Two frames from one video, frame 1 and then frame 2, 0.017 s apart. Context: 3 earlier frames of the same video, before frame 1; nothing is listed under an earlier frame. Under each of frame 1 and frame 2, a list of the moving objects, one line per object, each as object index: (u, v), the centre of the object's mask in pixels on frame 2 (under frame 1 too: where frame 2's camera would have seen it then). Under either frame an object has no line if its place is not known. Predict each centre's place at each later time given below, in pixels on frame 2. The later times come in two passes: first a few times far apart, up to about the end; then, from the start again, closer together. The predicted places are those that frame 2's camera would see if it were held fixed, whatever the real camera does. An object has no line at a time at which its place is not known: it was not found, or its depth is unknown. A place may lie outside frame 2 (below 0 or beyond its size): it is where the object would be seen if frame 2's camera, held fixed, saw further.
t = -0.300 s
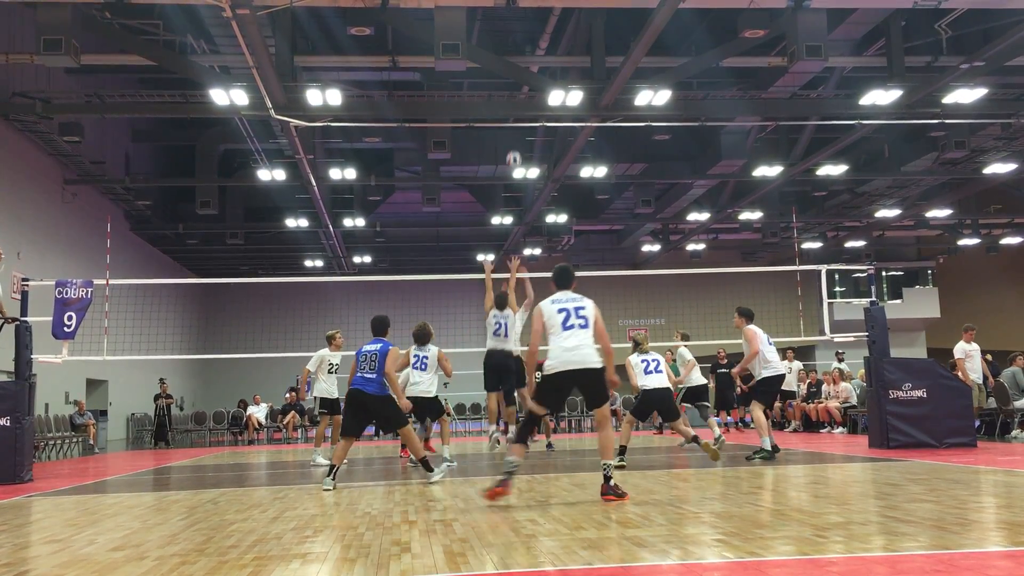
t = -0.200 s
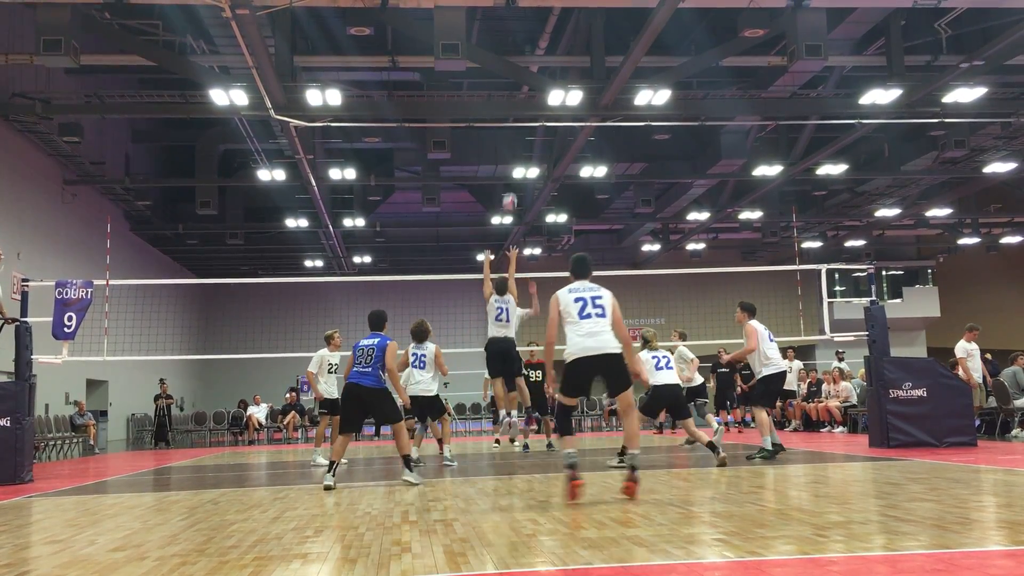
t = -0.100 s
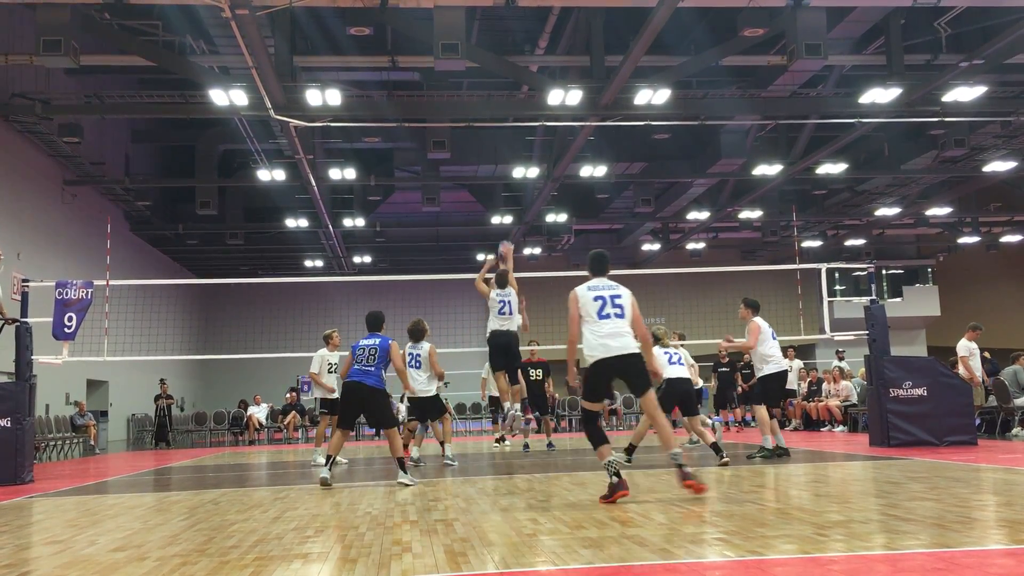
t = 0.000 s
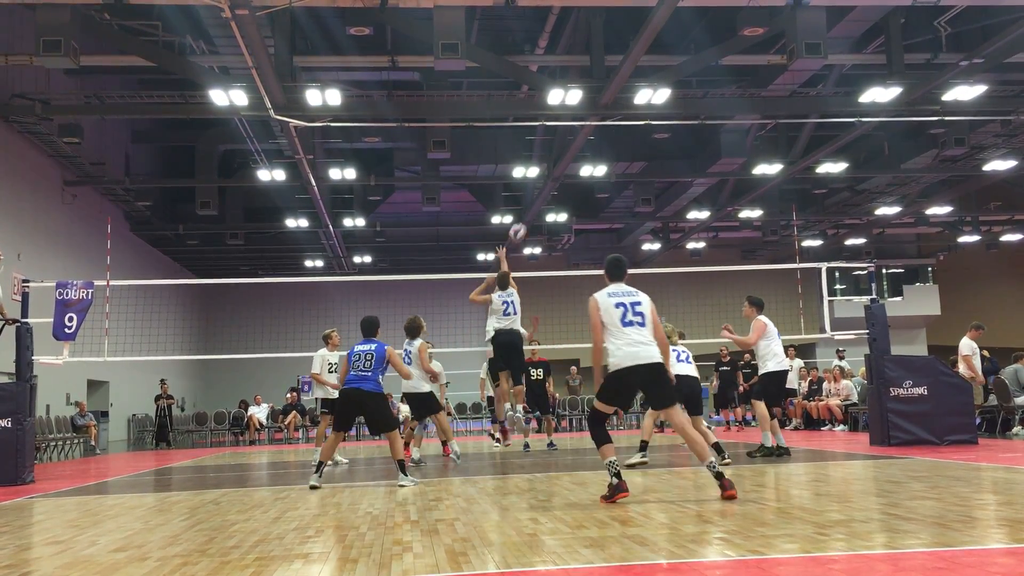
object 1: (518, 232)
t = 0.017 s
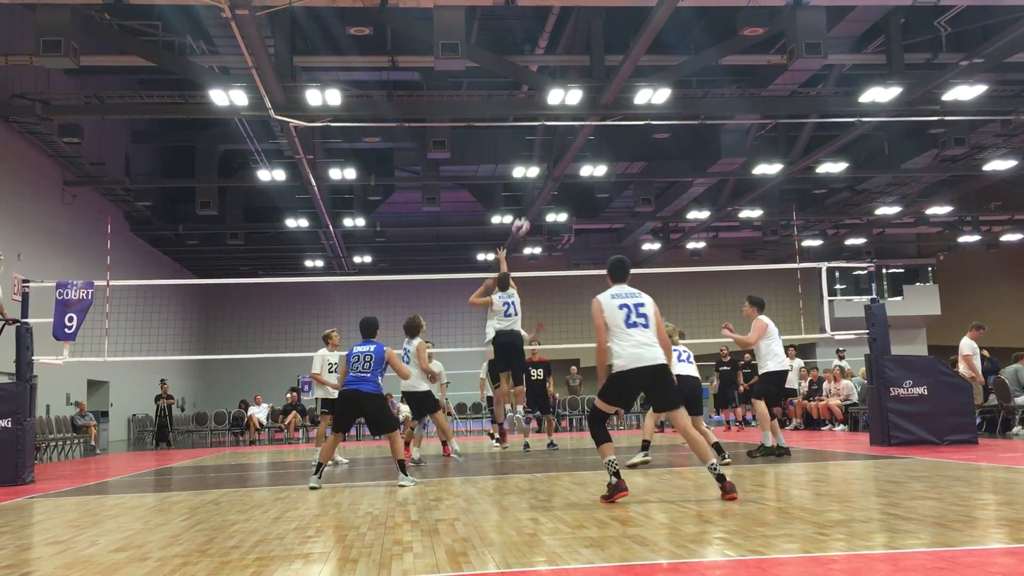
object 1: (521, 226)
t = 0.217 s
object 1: (569, 165)
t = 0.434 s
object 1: (640, 118)
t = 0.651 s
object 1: (749, 109)
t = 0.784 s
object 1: (859, 146)
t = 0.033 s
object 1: (524, 221)
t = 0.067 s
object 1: (532, 210)
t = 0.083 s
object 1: (535, 204)
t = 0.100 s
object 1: (539, 199)
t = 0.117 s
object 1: (543, 194)
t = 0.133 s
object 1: (547, 189)
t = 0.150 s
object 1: (551, 184)
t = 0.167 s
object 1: (555, 179)
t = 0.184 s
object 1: (560, 174)
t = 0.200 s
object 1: (564, 169)
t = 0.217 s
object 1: (569, 165)
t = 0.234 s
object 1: (574, 160)
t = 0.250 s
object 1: (578, 156)
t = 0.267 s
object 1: (583, 152)
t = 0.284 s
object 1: (589, 148)
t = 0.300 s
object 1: (593, 144)
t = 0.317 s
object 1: (598, 140)
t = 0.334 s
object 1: (604, 137)
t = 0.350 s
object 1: (609, 133)
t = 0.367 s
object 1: (615, 130)
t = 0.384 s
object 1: (621, 126)
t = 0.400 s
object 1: (626, 124)
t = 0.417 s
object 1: (634, 120)
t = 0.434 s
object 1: (640, 118)
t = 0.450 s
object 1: (646, 116)
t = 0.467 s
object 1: (653, 114)
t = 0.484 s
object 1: (660, 113)
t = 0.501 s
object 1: (668, 110)
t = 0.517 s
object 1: (676, 108)
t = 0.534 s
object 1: (684, 107)
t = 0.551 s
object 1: (692, 107)
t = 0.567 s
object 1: (700, 106)
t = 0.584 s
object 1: (710, 106)
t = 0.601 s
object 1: (719, 106)
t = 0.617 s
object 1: (729, 107)
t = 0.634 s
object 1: (738, 108)
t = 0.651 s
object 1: (749, 109)
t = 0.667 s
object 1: (761, 111)
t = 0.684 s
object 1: (772, 114)
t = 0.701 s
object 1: (785, 118)
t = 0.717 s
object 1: (798, 121)
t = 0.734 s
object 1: (811, 126)
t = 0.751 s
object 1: (827, 132)
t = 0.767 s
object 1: (843, 139)
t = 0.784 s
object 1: (859, 146)
